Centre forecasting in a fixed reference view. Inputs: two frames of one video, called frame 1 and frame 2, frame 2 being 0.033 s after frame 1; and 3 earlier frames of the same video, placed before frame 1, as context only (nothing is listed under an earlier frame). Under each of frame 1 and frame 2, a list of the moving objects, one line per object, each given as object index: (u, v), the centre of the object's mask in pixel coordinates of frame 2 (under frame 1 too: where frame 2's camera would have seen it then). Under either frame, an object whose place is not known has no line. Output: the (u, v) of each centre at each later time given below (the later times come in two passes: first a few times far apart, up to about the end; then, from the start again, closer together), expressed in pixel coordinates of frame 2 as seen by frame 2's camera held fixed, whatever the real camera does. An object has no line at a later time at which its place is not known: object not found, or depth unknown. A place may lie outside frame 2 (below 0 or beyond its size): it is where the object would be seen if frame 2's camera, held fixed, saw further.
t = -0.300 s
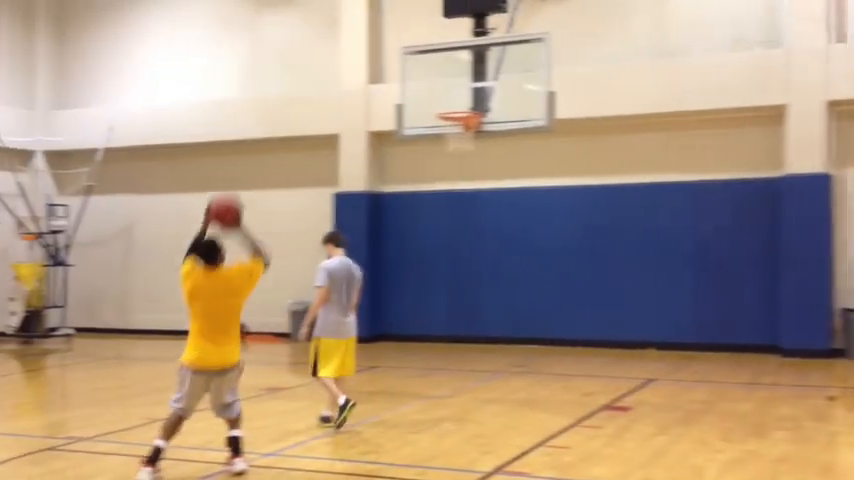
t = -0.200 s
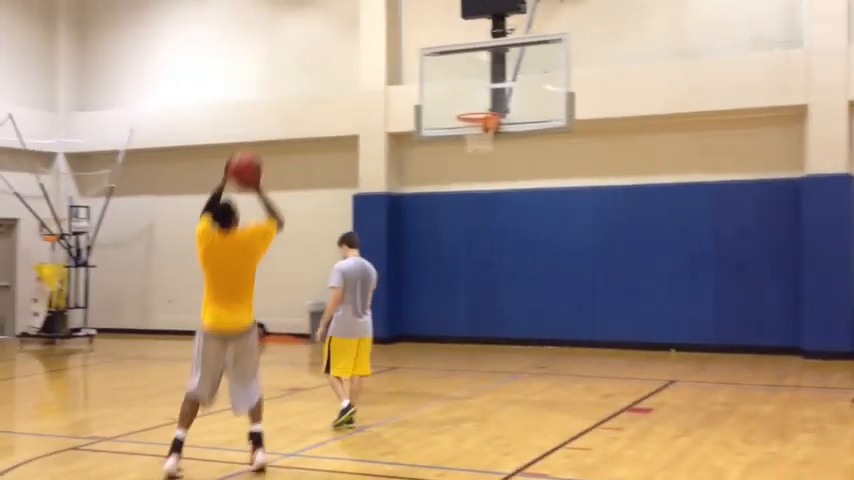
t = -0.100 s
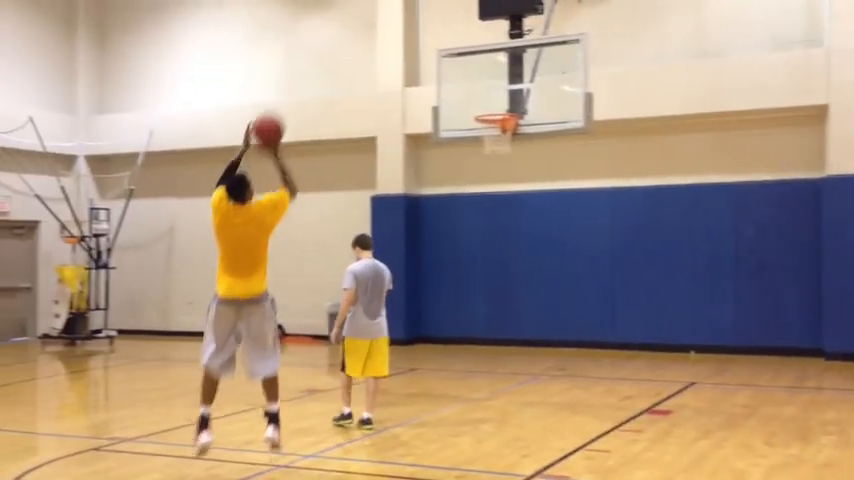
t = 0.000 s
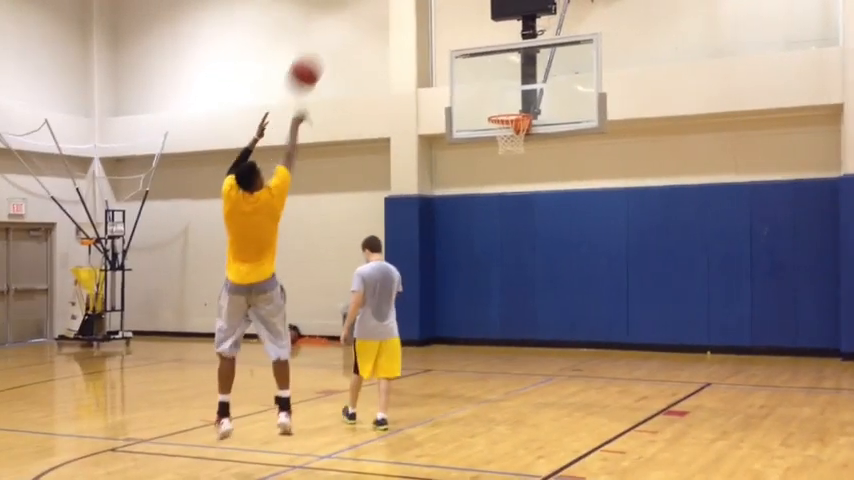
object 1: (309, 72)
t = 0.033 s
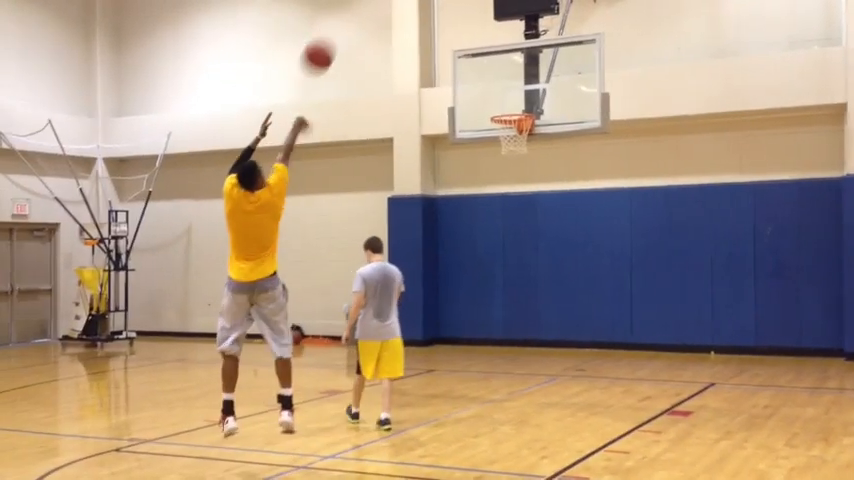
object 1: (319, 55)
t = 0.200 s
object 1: (366, 3)
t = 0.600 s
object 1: (457, 4)
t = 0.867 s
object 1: (503, 78)
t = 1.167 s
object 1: (494, 134)
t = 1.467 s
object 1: (519, 161)
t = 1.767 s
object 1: (541, 243)
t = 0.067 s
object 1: (329, 39)
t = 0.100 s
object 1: (338, 26)
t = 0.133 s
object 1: (348, 14)
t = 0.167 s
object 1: (358, 7)
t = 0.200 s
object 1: (366, 3)
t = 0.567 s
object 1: (450, 1)
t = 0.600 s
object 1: (457, 4)
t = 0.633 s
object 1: (463, 8)
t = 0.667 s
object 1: (469, 14)
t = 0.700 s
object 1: (475, 22)
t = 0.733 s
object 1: (480, 32)
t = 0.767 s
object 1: (486, 42)
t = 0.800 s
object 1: (492, 54)
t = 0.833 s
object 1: (498, 66)
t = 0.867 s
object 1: (503, 78)
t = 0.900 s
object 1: (508, 91)
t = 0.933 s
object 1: (513, 104)
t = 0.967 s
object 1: (515, 118)
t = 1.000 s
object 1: (509, 126)
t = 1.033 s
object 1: (503, 133)
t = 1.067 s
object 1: (495, 132)
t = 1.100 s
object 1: (495, 126)
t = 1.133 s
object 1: (496, 129)
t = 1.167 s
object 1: (494, 134)
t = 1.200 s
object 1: (500, 134)
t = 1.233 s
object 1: (497, 139)
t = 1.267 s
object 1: (503, 142)
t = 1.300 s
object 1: (508, 152)
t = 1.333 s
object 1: (511, 153)
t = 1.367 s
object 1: (513, 154)
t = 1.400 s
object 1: (515, 155)
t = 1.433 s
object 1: (517, 157)
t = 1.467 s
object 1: (519, 161)
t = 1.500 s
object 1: (522, 167)
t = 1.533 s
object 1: (525, 173)
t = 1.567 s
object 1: (527, 180)
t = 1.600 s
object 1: (530, 190)
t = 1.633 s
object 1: (532, 200)
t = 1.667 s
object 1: (534, 209)
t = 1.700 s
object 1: (537, 219)
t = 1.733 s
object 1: (538, 230)
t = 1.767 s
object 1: (541, 243)
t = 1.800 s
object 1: (543, 257)
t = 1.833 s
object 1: (545, 272)
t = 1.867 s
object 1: (548, 287)
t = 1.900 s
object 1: (549, 302)
